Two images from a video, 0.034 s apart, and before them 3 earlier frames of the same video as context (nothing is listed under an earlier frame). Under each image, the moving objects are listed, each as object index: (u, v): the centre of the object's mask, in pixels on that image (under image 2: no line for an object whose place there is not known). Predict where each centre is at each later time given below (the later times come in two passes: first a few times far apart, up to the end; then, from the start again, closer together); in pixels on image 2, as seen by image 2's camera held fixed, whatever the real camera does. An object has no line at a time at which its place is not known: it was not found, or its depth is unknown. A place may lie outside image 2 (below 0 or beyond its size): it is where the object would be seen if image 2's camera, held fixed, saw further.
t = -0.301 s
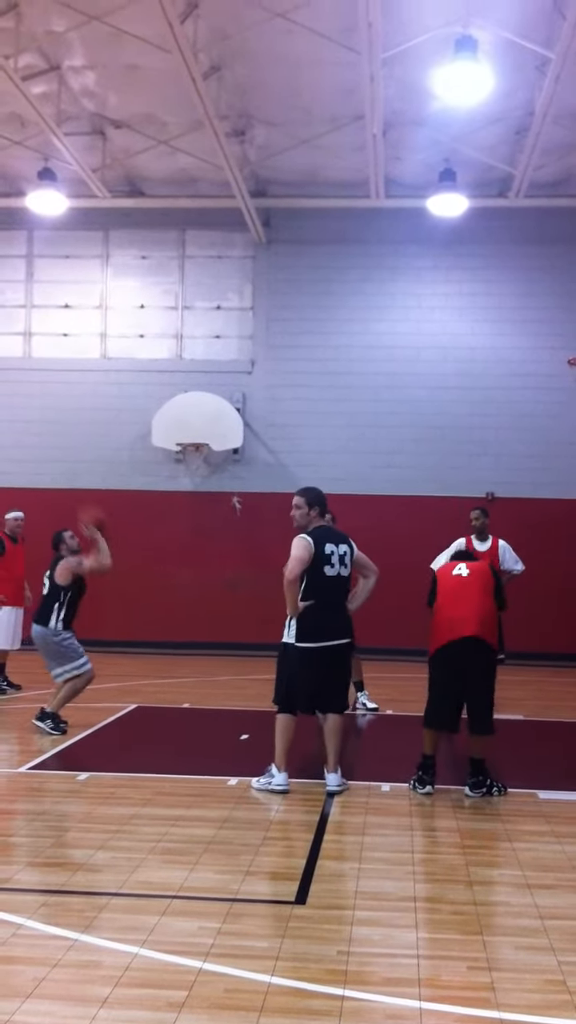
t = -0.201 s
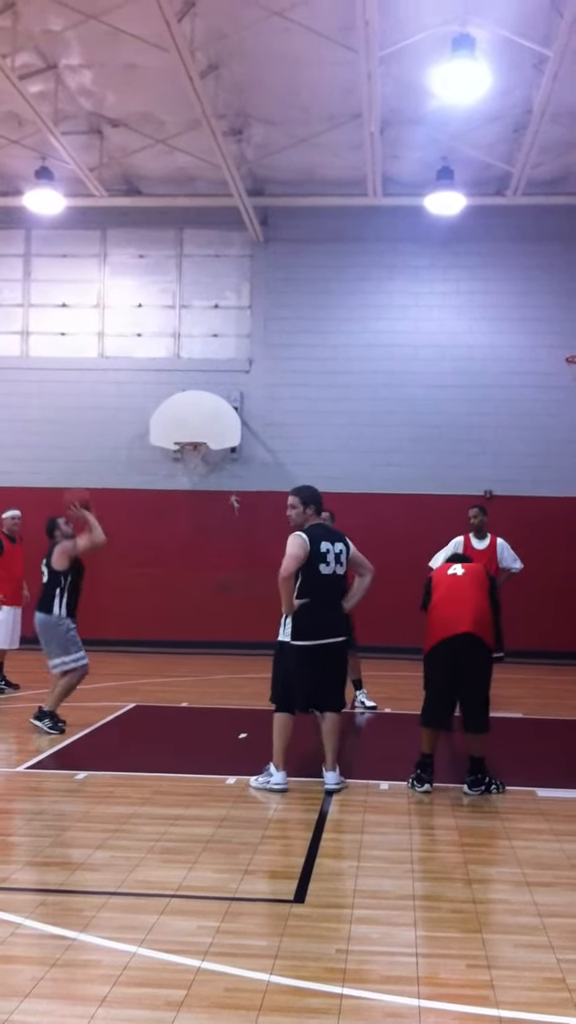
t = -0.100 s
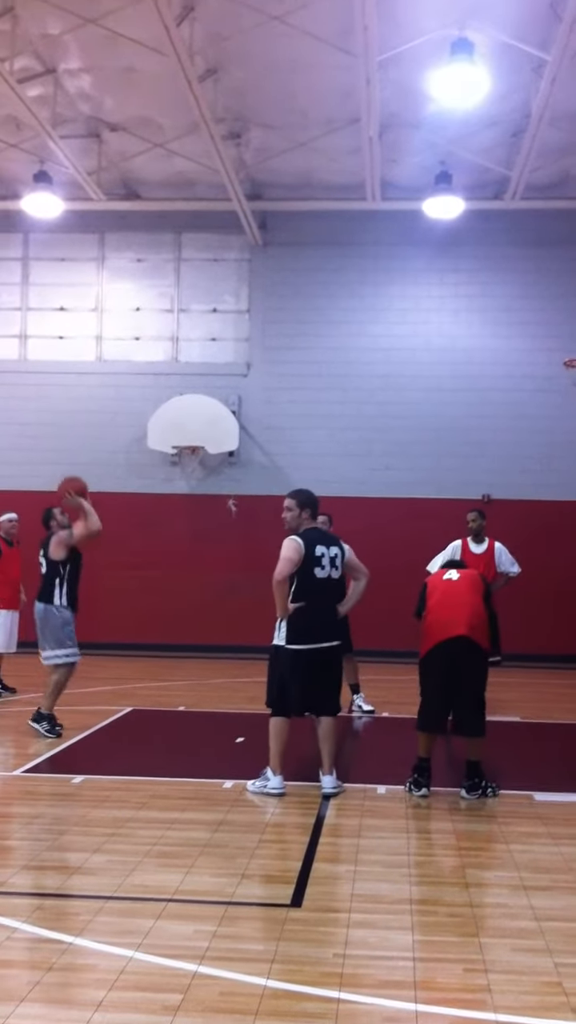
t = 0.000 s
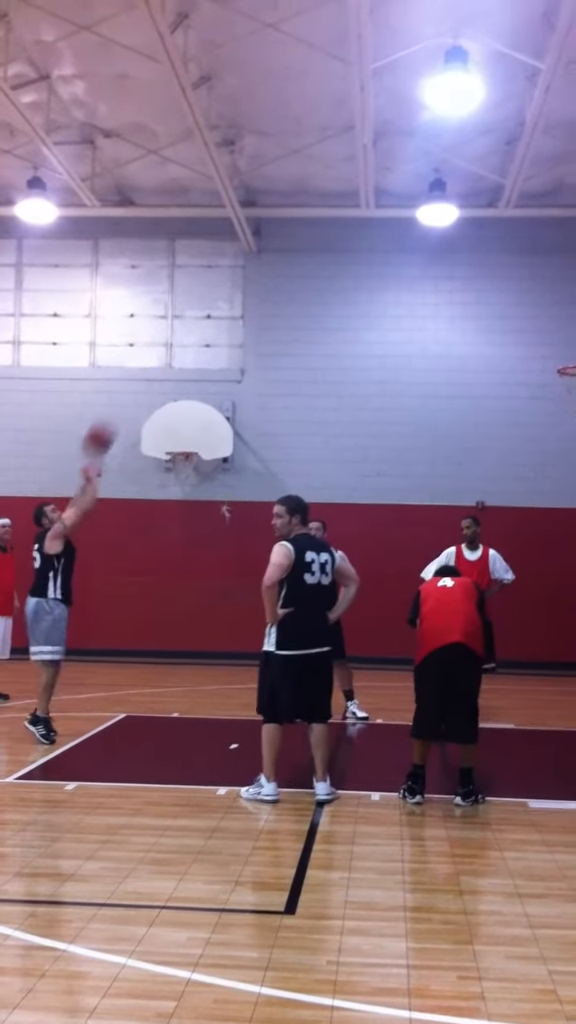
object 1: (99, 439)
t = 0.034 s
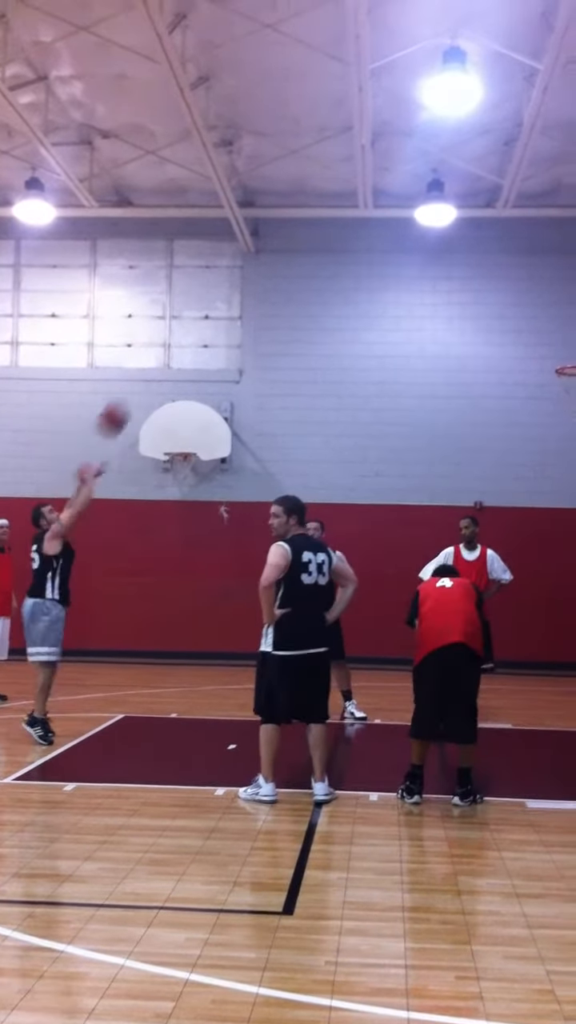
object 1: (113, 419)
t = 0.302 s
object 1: (241, 293)
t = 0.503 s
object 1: (337, 251)
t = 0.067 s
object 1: (129, 400)
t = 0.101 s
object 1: (145, 381)
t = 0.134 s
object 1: (162, 361)
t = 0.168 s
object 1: (177, 346)
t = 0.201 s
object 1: (194, 331)
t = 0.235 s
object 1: (209, 317)
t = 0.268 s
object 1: (225, 305)
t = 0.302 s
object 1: (241, 293)
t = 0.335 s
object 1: (258, 283)
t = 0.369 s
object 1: (273, 274)
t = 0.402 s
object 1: (290, 266)
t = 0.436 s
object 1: (305, 260)
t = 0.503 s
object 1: (337, 251)
